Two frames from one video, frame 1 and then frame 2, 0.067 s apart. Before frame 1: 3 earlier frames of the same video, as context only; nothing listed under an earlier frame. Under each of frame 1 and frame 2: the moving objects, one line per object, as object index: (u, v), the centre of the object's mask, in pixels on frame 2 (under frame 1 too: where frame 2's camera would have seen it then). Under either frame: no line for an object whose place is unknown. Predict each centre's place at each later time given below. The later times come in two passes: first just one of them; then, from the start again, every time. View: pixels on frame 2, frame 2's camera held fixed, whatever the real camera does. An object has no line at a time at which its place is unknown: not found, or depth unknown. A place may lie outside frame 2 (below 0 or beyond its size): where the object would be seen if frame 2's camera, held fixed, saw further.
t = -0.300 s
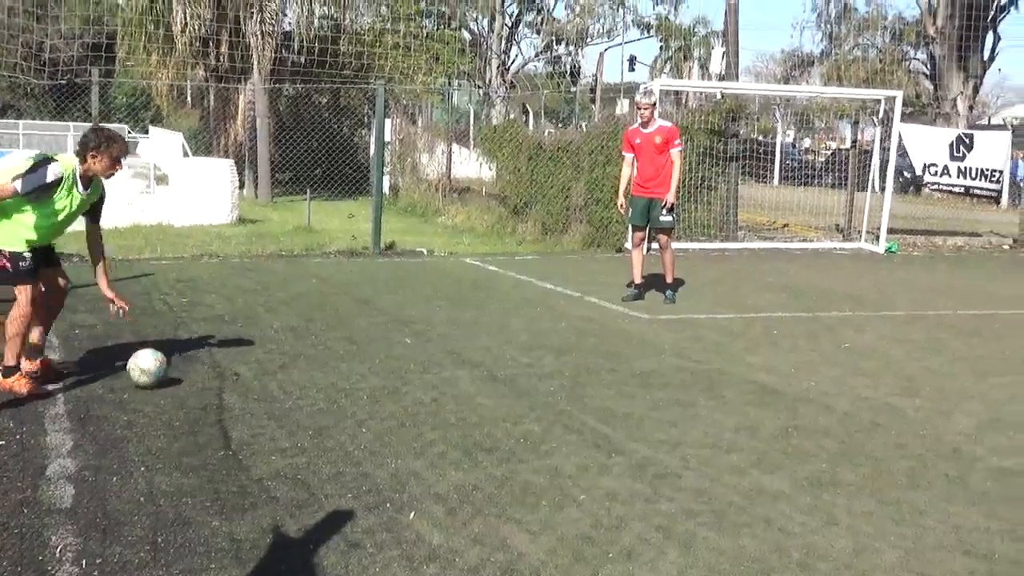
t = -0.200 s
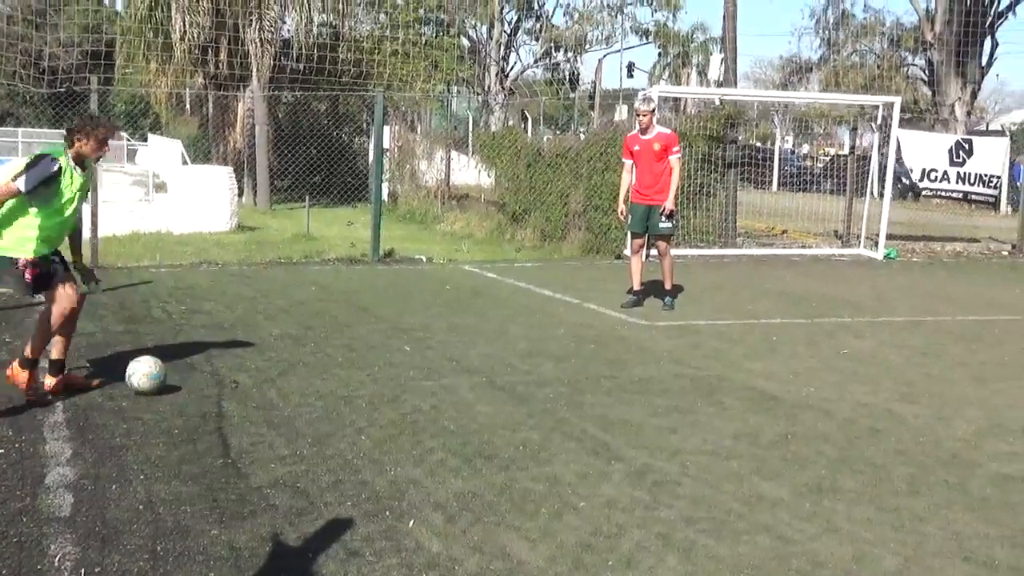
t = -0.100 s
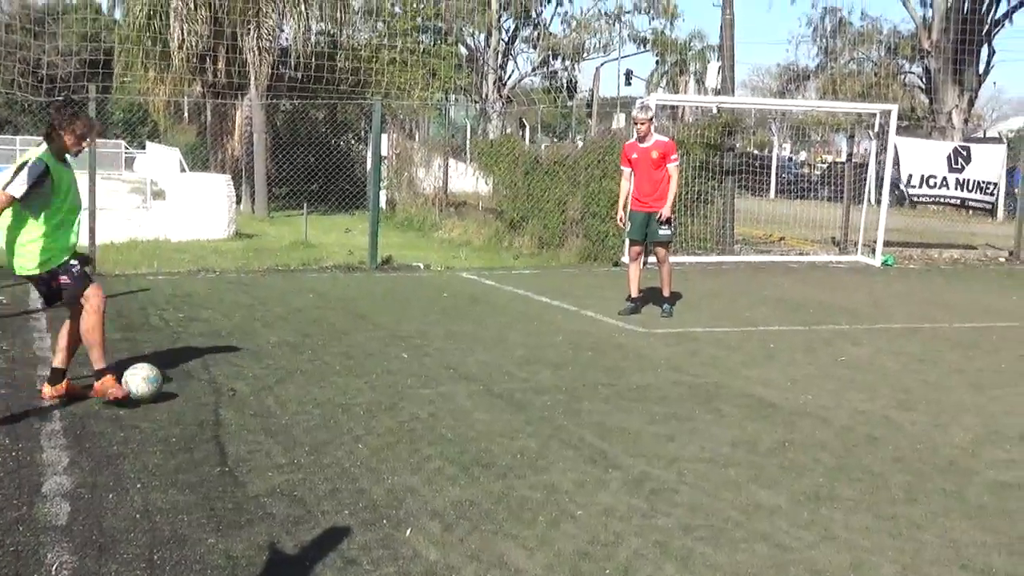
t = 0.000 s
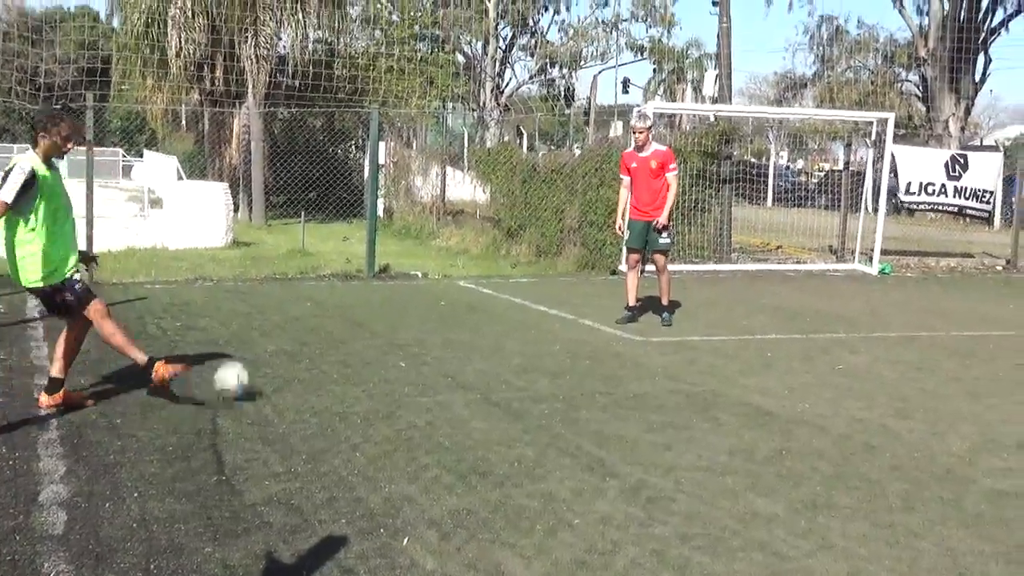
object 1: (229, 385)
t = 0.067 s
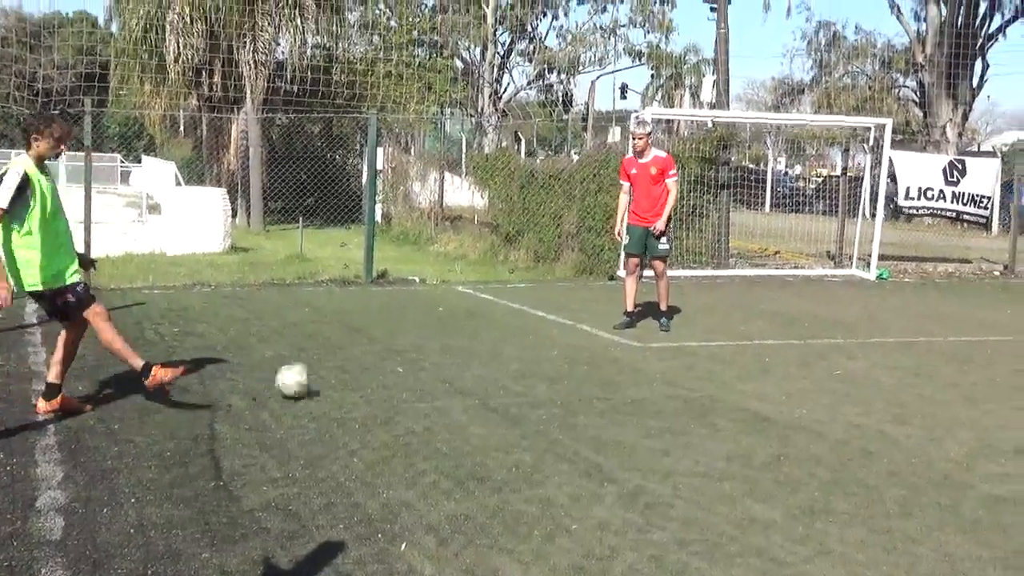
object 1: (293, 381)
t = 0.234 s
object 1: (414, 368)
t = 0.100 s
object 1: (321, 378)
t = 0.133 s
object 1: (347, 376)
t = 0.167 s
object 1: (371, 373)
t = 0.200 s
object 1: (393, 370)
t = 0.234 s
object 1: (414, 368)
